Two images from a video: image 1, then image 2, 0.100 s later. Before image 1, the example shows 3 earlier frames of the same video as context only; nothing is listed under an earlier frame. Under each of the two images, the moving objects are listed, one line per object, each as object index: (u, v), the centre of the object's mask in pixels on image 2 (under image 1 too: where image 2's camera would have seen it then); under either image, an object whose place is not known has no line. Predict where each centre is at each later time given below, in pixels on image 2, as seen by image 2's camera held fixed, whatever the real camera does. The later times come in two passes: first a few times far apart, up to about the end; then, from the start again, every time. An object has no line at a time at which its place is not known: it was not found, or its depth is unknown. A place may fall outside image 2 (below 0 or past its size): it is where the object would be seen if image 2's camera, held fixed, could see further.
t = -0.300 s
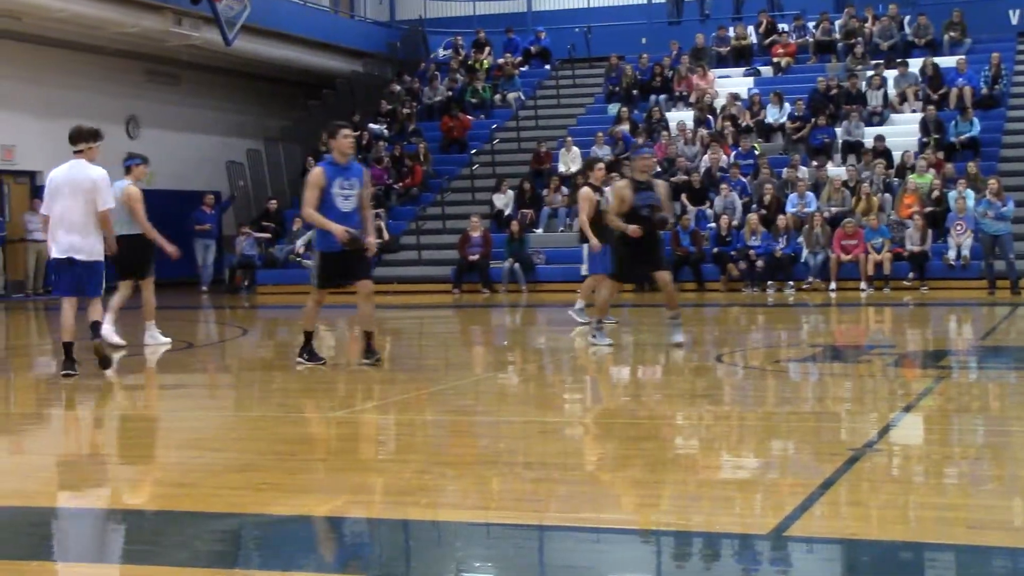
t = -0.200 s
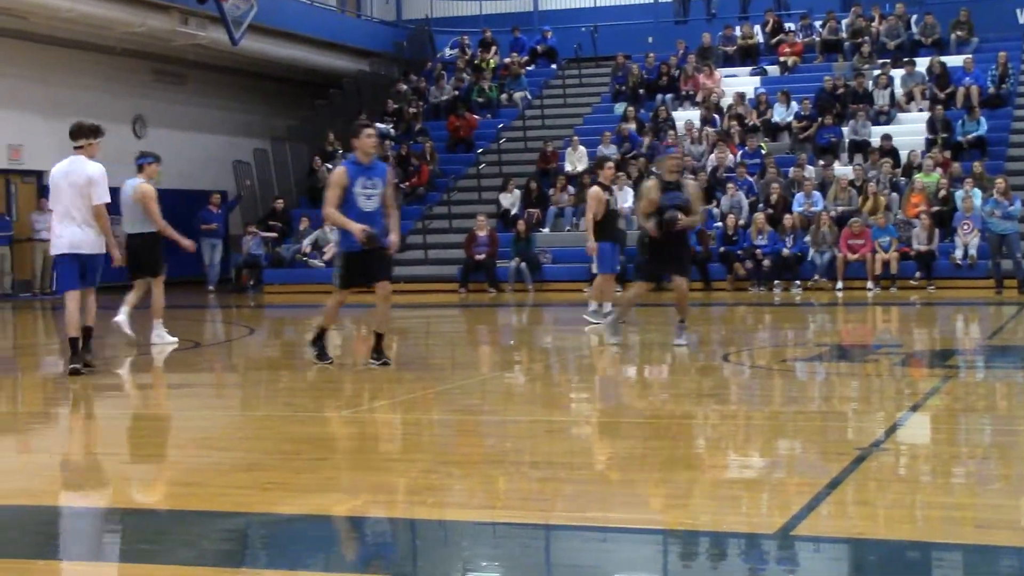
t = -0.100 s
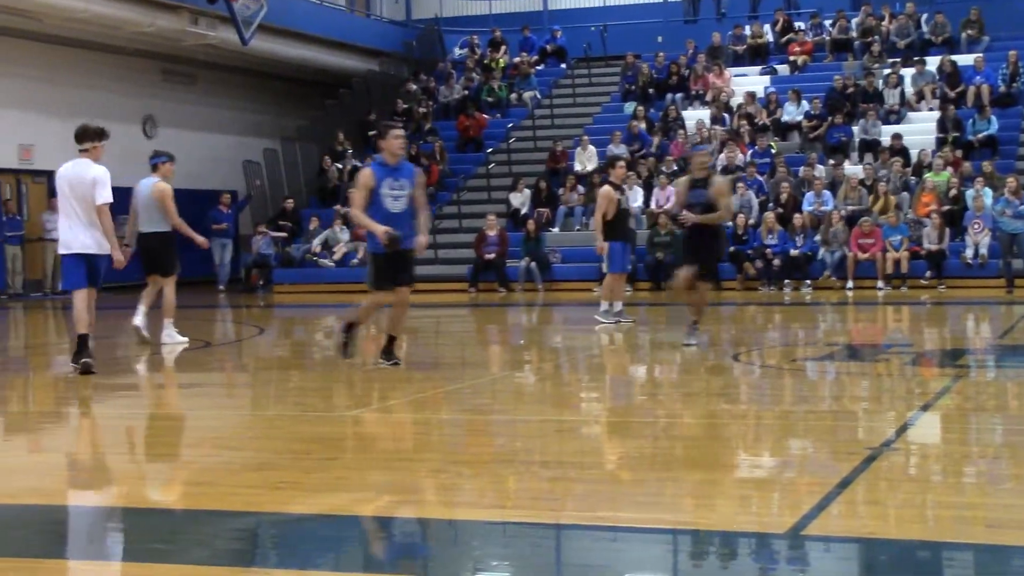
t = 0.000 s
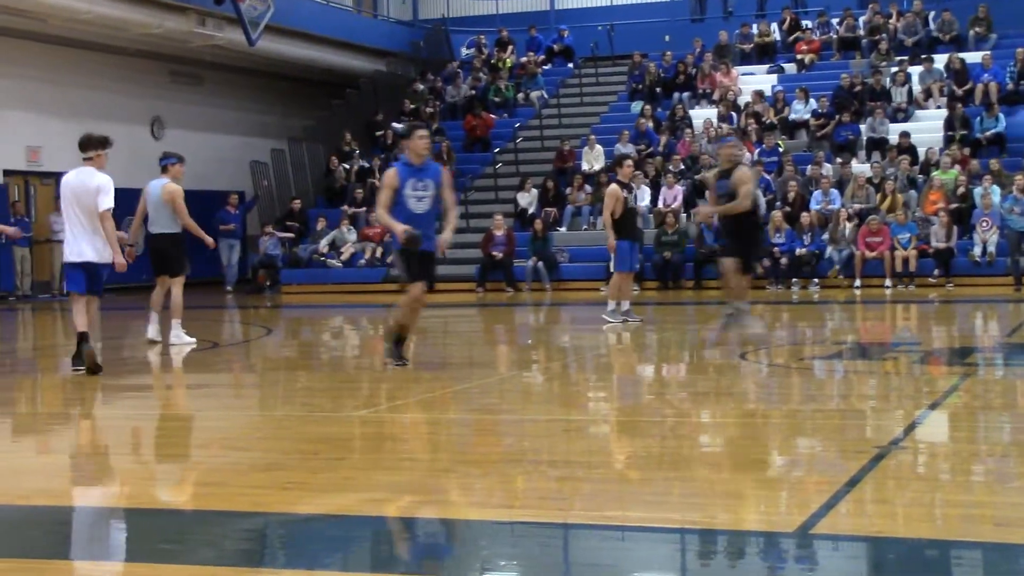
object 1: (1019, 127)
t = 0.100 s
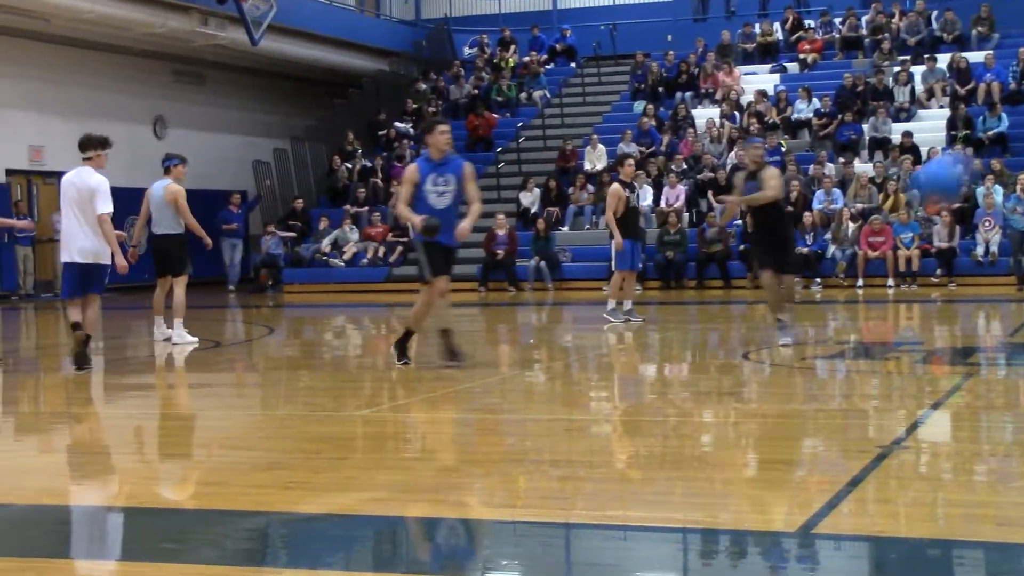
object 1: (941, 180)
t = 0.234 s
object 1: (827, 280)
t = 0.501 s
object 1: (676, 418)
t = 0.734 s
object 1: (599, 372)
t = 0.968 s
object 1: (533, 444)
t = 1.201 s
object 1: (484, 413)
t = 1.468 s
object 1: (437, 422)
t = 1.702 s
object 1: (402, 423)
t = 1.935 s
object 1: (373, 419)
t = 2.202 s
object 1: (341, 414)
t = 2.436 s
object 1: (318, 410)
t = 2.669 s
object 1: (298, 407)
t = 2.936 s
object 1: (277, 403)
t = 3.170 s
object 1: (261, 400)
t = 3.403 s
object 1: (246, 399)
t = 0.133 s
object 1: (909, 204)
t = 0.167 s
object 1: (879, 228)
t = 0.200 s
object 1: (849, 256)
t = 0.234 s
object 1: (827, 280)
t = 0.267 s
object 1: (802, 315)
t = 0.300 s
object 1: (780, 345)
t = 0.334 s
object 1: (758, 381)
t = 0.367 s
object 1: (738, 416)
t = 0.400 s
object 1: (719, 453)
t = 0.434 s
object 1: (701, 457)
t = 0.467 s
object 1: (688, 437)
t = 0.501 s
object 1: (676, 418)
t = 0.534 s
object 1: (665, 404)
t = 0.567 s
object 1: (653, 392)
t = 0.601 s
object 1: (642, 382)
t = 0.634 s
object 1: (631, 376)
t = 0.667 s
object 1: (620, 372)
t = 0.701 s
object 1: (610, 371)
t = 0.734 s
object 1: (599, 372)
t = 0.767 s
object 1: (589, 376)
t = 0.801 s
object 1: (580, 383)
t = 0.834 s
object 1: (569, 392)
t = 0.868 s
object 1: (560, 403)
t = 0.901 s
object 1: (551, 417)
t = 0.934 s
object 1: (542, 432)
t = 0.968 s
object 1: (533, 444)
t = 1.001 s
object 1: (525, 431)
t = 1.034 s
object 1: (518, 422)
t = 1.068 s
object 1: (510, 416)
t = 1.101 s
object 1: (503, 412)
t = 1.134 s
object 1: (497, 410)
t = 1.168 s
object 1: (490, 410)
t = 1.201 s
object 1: (484, 413)
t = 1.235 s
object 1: (477, 419)
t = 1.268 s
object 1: (472, 426)
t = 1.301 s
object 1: (465, 433)
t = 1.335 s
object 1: (459, 428)
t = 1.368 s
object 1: (454, 423)
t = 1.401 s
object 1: (448, 420)
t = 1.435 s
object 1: (443, 420)
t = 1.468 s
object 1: (437, 422)
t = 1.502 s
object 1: (432, 427)
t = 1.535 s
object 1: (426, 427)
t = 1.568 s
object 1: (421, 424)
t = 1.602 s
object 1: (416, 423)
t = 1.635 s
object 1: (412, 423)
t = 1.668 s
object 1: (406, 424)
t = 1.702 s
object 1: (402, 423)
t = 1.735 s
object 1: (398, 422)
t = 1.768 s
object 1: (394, 423)
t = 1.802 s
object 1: (389, 421)
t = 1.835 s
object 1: (385, 421)
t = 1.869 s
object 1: (381, 420)
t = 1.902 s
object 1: (377, 420)
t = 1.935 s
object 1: (373, 419)
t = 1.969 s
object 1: (368, 419)
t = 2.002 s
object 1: (364, 418)
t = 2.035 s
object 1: (360, 417)
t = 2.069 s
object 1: (356, 416)
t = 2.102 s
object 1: (352, 416)
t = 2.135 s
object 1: (349, 415)
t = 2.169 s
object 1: (345, 415)
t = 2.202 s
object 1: (341, 414)
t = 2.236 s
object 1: (338, 414)
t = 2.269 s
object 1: (334, 413)
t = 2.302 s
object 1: (331, 412)
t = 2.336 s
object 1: (328, 412)
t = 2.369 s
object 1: (324, 411)
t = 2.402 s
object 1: (321, 411)
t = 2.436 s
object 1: (318, 410)
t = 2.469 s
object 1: (315, 410)
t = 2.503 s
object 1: (312, 409)
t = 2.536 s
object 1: (309, 408)
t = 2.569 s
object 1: (307, 408)
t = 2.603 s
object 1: (303, 408)
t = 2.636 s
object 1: (300, 407)
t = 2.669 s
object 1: (298, 407)
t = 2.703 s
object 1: (294, 406)
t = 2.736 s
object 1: (292, 406)
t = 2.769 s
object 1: (289, 405)
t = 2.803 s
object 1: (287, 405)
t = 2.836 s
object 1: (284, 404)
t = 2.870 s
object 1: (282, 404)
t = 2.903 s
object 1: (279, 404)
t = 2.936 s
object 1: (277, 403)
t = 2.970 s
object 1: (274, 403)
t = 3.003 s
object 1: (272, 402)
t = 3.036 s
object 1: (269, 402)
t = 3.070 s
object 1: (267, 401)
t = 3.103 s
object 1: (265, 401)
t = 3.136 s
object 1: (263, 401)
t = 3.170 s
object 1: (261, 400)
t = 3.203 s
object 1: (259, 400)
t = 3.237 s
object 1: (256, 400)
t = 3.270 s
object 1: (254, 400)
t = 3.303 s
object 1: (252, 399)
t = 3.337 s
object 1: (250, 399)
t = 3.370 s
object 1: (248, 399)
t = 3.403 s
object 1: (246, 399)
